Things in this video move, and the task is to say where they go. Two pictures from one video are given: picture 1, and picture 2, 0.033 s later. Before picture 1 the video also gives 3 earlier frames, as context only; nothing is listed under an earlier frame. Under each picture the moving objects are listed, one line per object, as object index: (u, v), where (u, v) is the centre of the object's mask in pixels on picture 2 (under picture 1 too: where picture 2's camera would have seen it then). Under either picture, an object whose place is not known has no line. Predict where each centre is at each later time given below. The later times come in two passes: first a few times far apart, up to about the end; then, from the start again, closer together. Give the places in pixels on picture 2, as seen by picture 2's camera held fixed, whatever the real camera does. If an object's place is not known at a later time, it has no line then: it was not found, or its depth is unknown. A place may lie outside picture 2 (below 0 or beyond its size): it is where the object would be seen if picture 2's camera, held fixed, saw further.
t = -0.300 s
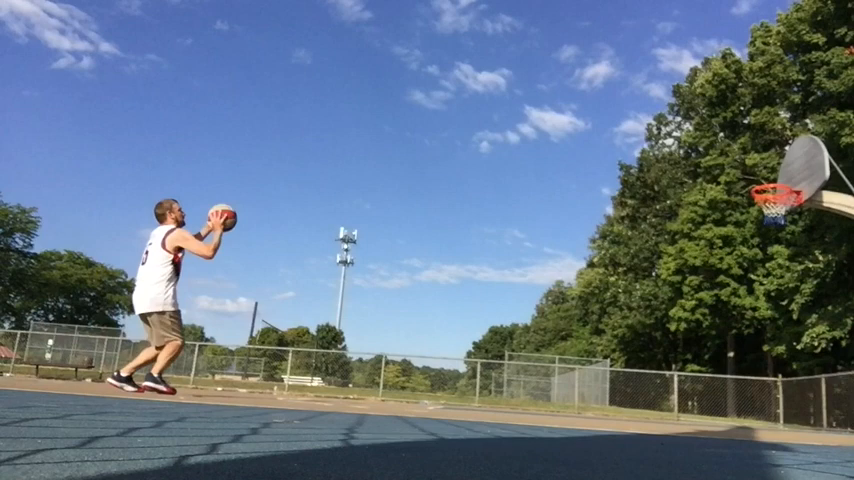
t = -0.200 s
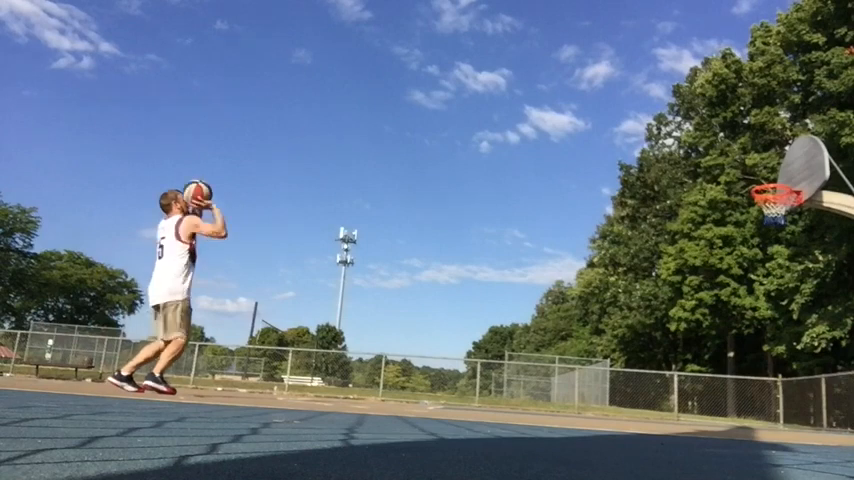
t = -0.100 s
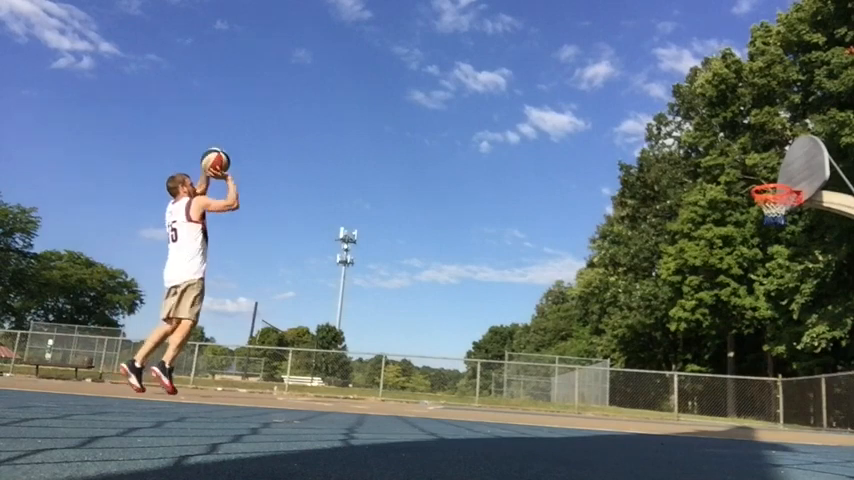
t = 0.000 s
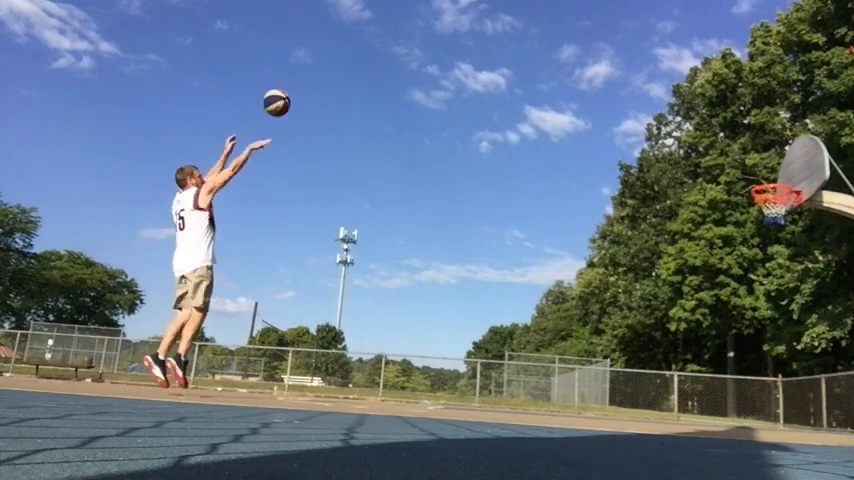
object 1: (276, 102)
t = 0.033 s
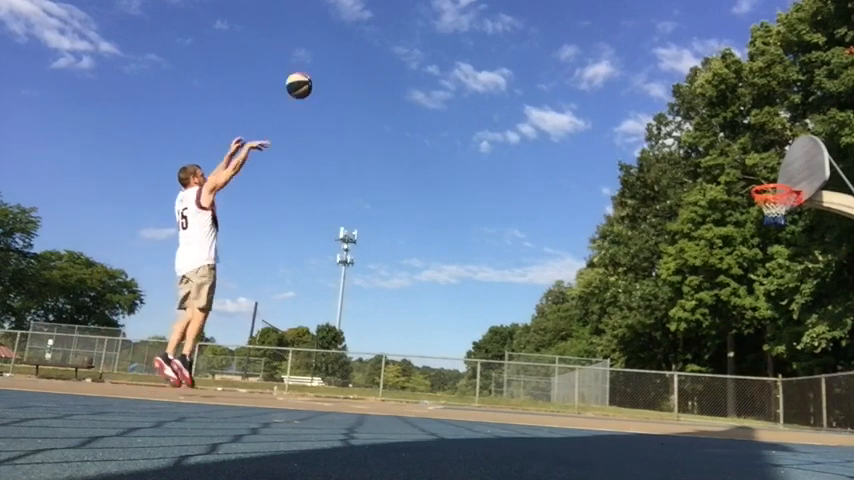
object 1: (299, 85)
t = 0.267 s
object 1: (430, 8)
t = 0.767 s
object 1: (625, 12)
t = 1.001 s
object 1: (696, 71)
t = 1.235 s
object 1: (759, 160)
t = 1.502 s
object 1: (748, 137)
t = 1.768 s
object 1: (709, 110)
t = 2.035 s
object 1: (659, 142)
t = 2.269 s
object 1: (597, 237)
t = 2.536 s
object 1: (517, 354)
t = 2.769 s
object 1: (470, 194)
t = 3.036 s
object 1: (403, 93)
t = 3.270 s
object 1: (324, 82)
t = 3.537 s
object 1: (195, 192)
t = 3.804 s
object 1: (29, 258)
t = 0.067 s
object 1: (320, 69)
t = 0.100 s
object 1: (340, 55)
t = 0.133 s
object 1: (360, 42)
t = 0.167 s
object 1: (378, 31)
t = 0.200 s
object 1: (396, 22)
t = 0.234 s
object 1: (414, 14)
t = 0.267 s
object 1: (430, 8)
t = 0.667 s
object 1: (591, 2)
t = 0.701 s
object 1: (603, 4)
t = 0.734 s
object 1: (614, 7)
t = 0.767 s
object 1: (625, 12)
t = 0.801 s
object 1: (636, 19)
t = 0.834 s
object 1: (647, 26)
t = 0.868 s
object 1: (656, 33)
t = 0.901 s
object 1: (666, 42)
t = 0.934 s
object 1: (676, 51)
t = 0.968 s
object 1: (686, 61)
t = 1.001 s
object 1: (696, 71)
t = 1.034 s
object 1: (705, 81)
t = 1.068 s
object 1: (715, 94)
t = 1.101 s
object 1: (724, 106)
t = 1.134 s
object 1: (734, 119)
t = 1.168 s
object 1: (742, 132)
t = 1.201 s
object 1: (751, 146)
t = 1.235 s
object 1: (759, 160)
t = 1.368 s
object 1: (768, 169)
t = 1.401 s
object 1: (764, 160)
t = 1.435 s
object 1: (759, 152)
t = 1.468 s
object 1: (753, 145)
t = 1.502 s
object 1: (748, 137)
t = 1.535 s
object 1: (744, 131)
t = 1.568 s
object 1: (738, 126)
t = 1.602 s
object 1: (733, 121)
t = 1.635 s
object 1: (729, 117)
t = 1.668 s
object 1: (724, 115)
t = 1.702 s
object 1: (720, 113)
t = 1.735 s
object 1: (715, 111)
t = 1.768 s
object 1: (709, 110)
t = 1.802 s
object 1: (703, 110)
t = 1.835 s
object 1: (696, 111)
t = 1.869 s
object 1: (691, 114)
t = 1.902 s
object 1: (685, 117)
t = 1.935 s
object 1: (678, 122)
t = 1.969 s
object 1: (672, 127)
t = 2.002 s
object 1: (665, 134)
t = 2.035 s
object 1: (659, 142)
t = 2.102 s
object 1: (643, 161)
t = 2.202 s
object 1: (617, 201)
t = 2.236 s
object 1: (608, 218)
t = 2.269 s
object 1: (597, 237)
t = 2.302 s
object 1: (587, 258)
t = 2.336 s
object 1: (577, 281)
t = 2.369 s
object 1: (568, 306)
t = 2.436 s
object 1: (543, 364)
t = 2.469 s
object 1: (531, 398)
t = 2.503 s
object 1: (523, 382)
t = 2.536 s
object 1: (517, 354)
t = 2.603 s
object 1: (505, 302)
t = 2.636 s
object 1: (498, 277)
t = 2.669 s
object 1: (492, 254)
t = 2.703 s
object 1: (485, 234)
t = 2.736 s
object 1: (478, 213)
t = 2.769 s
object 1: (470, 194)
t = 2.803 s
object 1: (463, 177)
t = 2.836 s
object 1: (455, 161)
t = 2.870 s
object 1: (447, 146)
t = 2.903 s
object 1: (439, 133)
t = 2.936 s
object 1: (430, 121)
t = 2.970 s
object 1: (421, 110)
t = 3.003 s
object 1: (412, 101)
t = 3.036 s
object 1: (403, 93)
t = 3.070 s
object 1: (393, 86)
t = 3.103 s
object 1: (383, 82)
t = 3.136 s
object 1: (372, 78)
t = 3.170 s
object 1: (361, 77)
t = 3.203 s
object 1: (349, 76)
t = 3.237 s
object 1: (337, 78)
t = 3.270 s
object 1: (324, 82)
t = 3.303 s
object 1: (311, 87)
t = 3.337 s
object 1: (296, 95)
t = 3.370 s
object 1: (282, 105)
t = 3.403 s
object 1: (266, 117)
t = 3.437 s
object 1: (250, 131)
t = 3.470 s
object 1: (232, 149)
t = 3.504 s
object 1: (214, 169)
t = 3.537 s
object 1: (195, 192)
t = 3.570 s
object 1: (174, 218)
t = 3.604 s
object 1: (152, 249)
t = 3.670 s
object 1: (104, 321)
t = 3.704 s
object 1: (78, 362)
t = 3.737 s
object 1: (62, 329)
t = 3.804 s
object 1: (29, 258)
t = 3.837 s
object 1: (19, 225)
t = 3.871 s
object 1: (11, 195)
